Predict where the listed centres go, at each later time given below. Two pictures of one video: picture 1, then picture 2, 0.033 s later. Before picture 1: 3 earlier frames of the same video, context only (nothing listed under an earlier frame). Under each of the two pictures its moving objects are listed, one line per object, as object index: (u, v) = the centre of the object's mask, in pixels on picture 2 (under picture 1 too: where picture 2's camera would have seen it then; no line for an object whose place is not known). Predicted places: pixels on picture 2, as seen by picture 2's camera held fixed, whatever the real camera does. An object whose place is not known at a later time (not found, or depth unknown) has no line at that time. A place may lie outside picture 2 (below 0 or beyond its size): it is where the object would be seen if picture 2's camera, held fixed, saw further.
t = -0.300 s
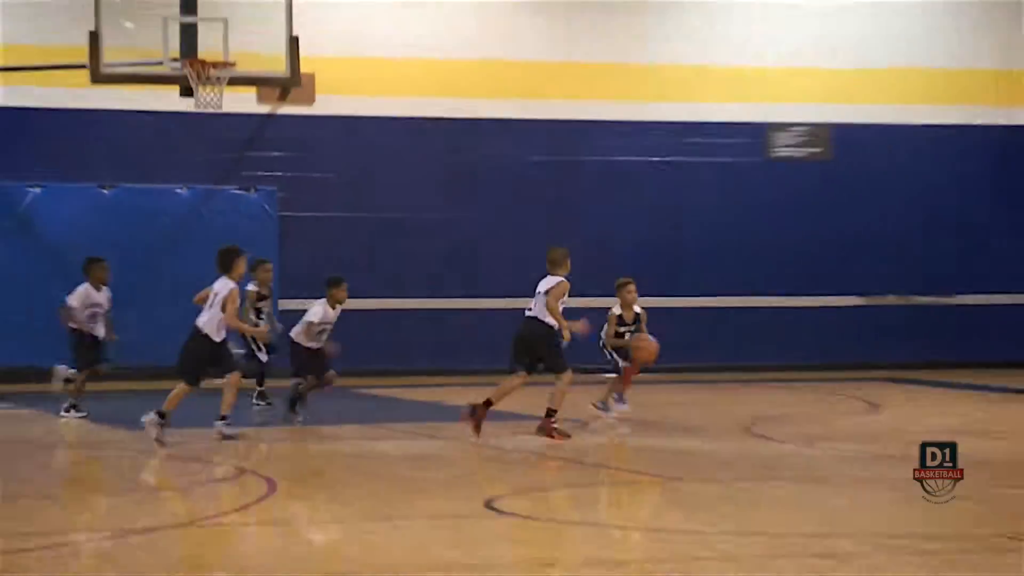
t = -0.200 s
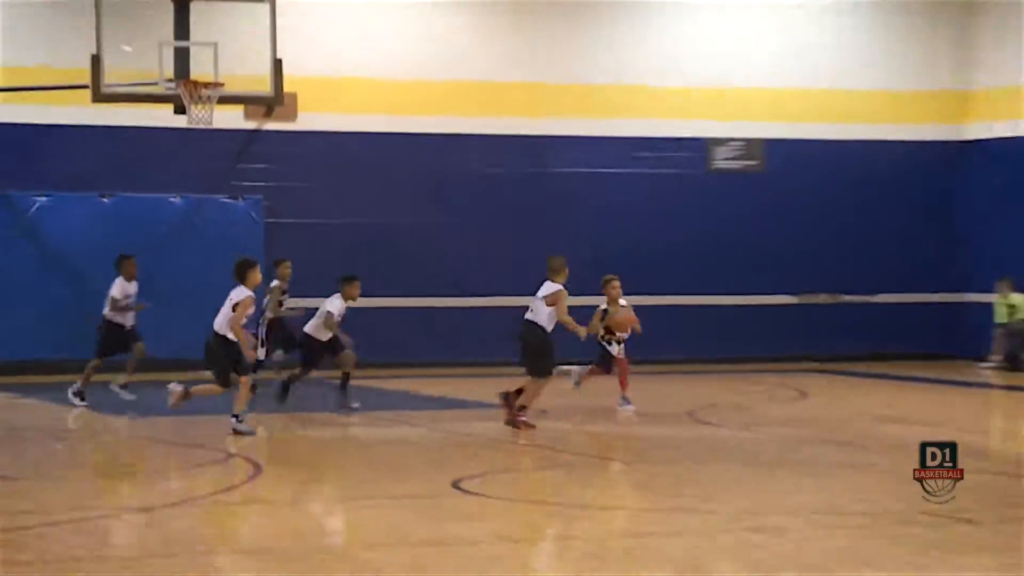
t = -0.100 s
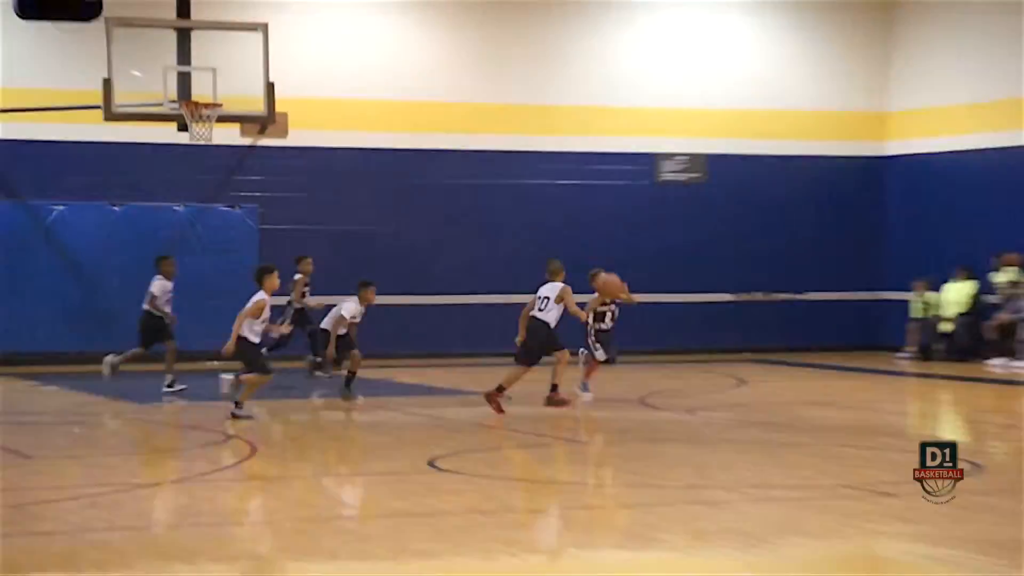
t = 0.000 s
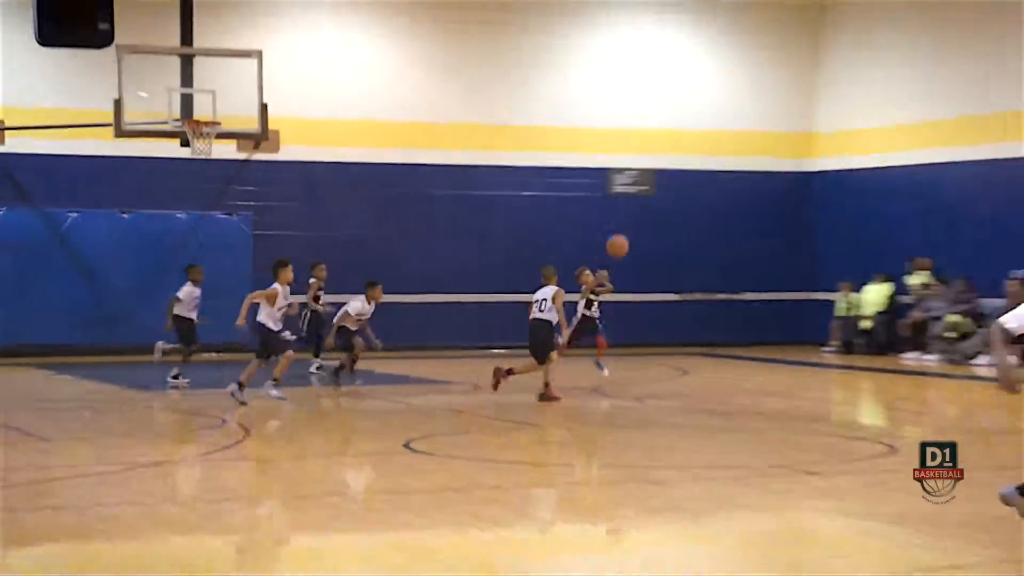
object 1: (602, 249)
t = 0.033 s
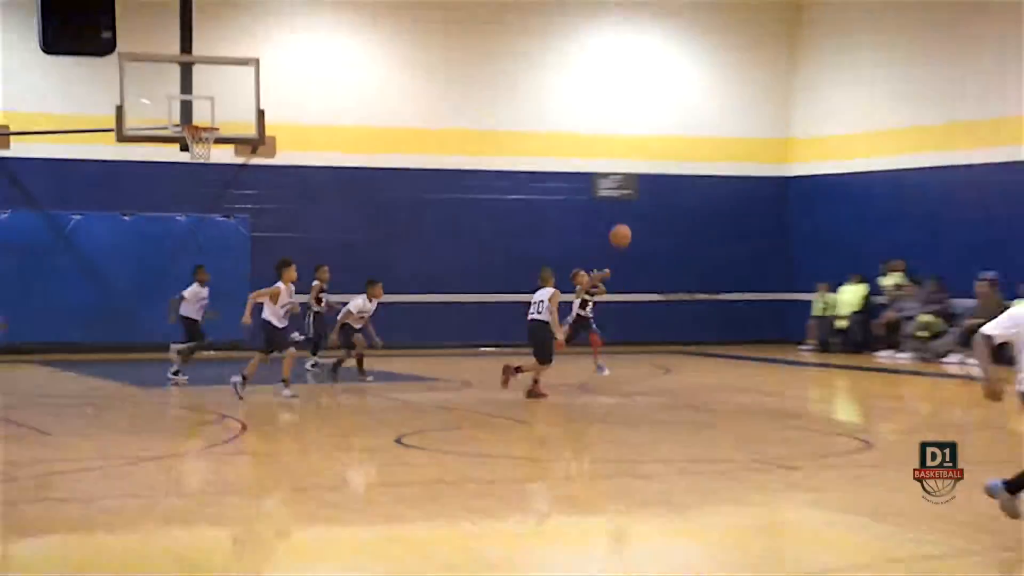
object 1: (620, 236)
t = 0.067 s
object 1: (639, 224)
